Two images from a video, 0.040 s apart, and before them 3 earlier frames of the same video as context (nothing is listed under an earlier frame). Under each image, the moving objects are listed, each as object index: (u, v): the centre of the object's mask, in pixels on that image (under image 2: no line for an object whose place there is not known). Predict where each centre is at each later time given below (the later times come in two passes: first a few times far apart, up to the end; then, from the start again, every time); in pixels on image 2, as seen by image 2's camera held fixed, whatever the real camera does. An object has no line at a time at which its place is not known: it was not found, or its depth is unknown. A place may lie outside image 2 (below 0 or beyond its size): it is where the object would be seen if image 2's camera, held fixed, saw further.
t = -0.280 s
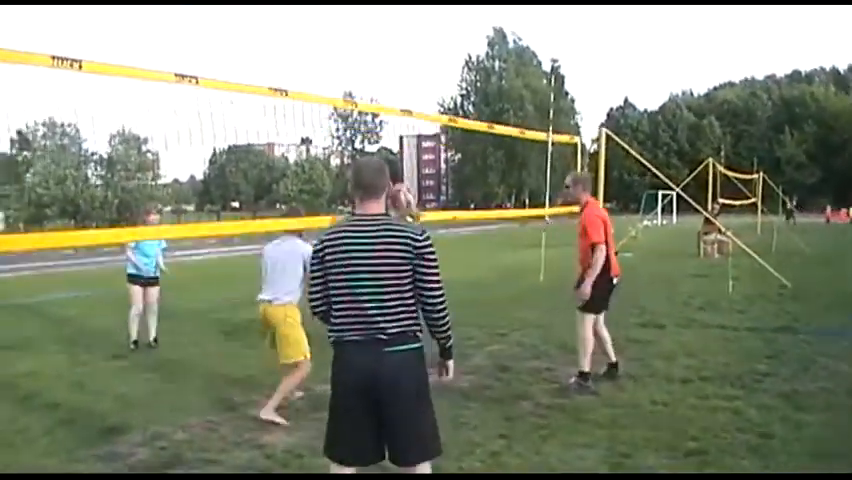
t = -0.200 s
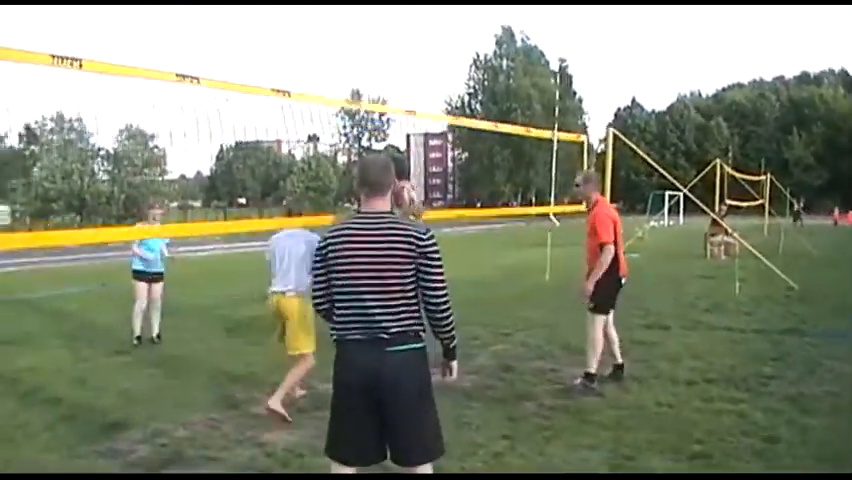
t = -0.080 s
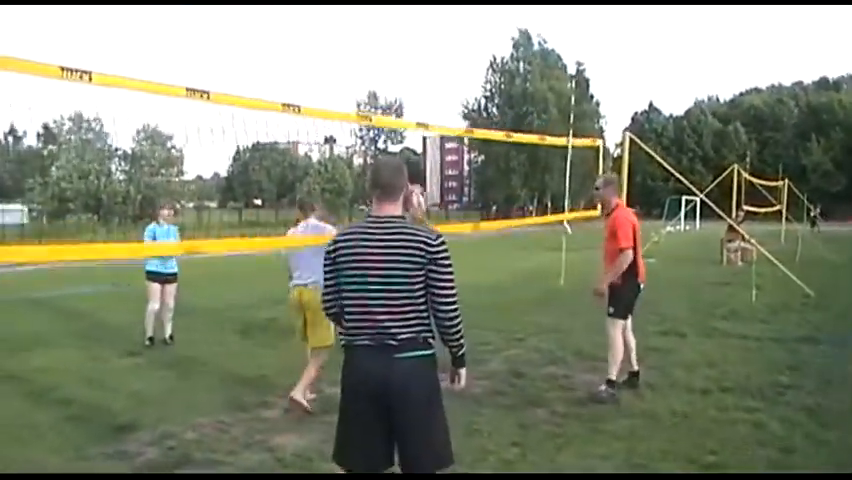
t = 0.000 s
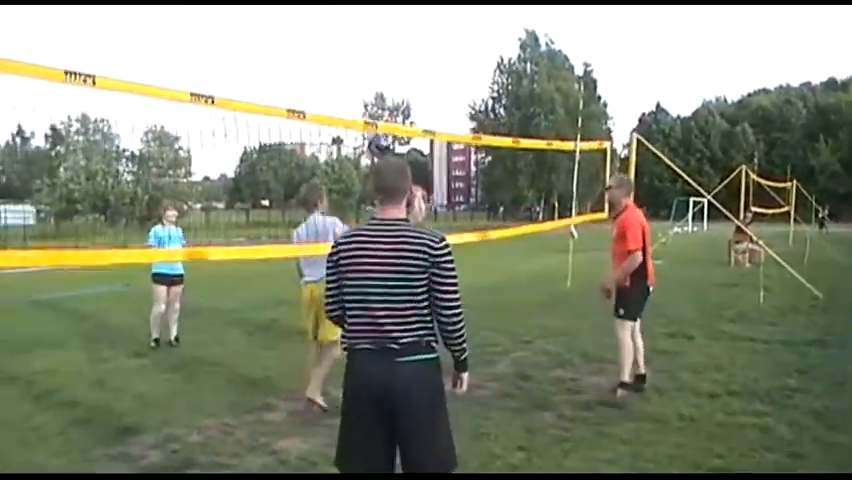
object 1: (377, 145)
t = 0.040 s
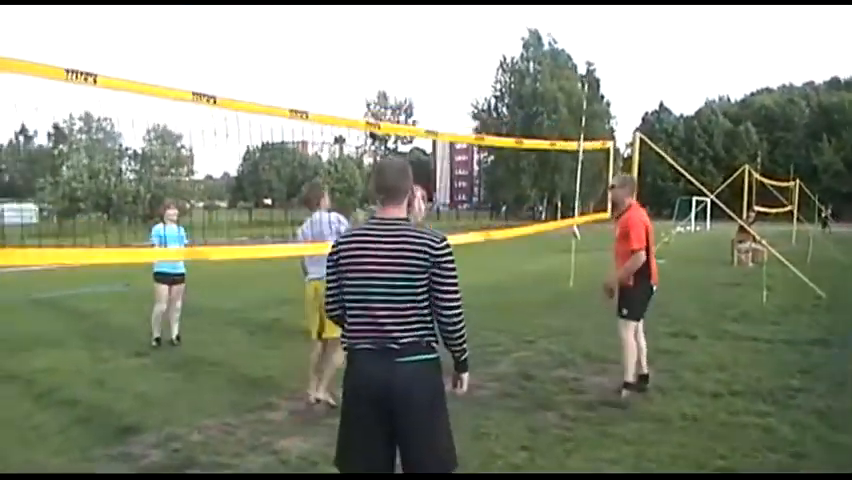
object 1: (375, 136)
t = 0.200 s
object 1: (368, 81)
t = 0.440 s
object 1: (353, 67)
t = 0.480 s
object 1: (350, 71)
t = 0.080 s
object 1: (375, 112)
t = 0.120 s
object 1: (376, 101)
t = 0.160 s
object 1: (372, 90)
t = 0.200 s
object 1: (368, 81)
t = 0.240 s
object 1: (366, 73)
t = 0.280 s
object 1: (364, 68)
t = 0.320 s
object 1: (361, 64)
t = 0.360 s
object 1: (358, 63)
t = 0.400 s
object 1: (356, 64)
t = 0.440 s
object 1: (353, 67)
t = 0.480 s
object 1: (350, 71)
